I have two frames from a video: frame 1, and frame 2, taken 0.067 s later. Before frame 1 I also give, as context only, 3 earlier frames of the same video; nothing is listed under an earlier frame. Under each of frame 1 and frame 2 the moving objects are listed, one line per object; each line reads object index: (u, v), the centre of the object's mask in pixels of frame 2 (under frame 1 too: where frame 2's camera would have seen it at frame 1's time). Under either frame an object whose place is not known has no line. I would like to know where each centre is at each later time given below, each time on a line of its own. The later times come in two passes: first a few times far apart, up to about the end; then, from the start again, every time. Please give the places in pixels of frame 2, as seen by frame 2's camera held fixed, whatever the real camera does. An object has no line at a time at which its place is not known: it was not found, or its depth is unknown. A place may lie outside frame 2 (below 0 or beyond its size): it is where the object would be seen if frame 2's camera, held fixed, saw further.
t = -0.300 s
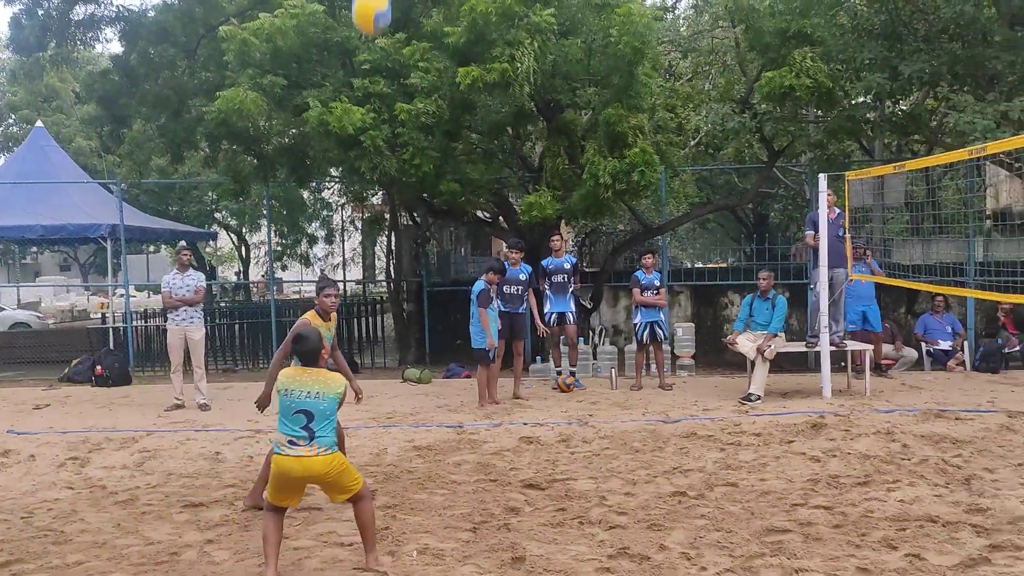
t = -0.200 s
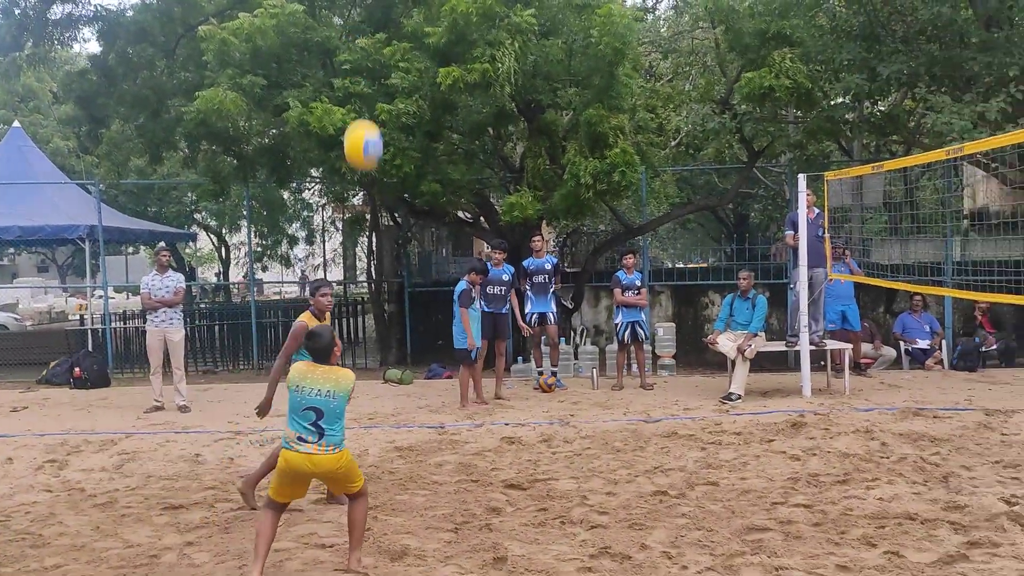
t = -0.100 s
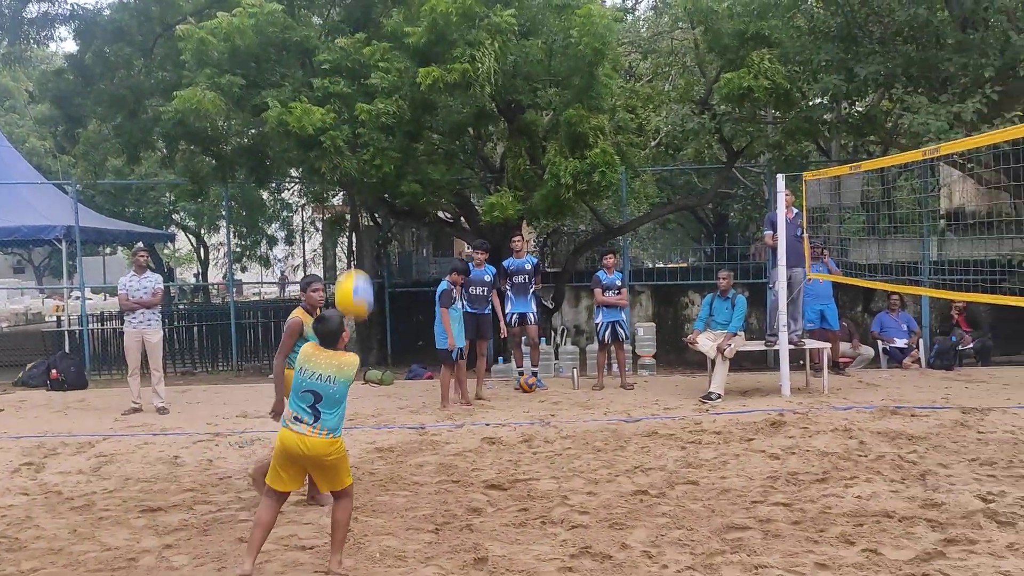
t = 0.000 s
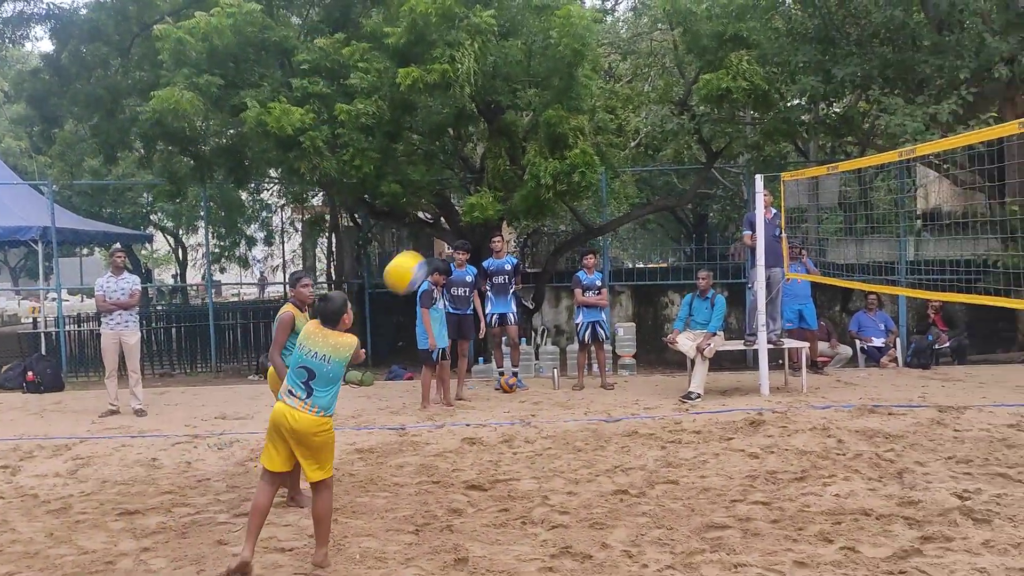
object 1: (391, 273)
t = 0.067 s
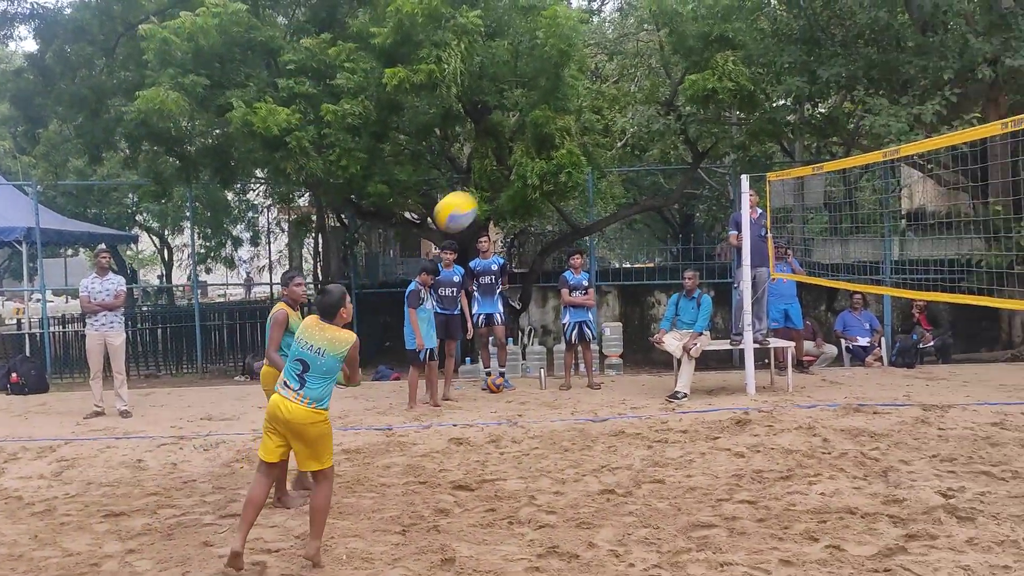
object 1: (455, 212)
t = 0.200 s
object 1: (576, 119)
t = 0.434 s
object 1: (763, 39)
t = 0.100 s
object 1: (487, 185)
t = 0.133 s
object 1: (517, 160)
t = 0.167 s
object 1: (547, 138)
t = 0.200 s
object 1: (576, 119)
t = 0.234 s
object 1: (605, 102)
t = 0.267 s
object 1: (633, 86)
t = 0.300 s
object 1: (660, 74)
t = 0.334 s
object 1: (686, 63)
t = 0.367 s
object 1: (712, 53)
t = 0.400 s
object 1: (737, 45)
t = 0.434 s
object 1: (763, 39)
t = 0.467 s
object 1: (787, 35)
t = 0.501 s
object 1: (812, 34)
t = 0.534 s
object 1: (835, 34)
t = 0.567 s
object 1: (858, 36)
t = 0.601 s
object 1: (880, 40)
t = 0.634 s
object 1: (902, 46)
